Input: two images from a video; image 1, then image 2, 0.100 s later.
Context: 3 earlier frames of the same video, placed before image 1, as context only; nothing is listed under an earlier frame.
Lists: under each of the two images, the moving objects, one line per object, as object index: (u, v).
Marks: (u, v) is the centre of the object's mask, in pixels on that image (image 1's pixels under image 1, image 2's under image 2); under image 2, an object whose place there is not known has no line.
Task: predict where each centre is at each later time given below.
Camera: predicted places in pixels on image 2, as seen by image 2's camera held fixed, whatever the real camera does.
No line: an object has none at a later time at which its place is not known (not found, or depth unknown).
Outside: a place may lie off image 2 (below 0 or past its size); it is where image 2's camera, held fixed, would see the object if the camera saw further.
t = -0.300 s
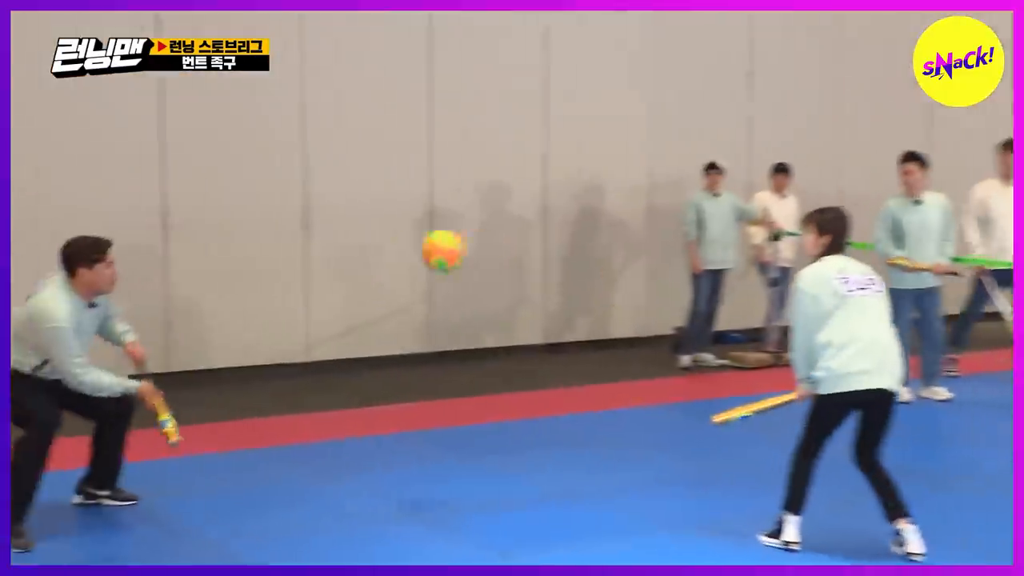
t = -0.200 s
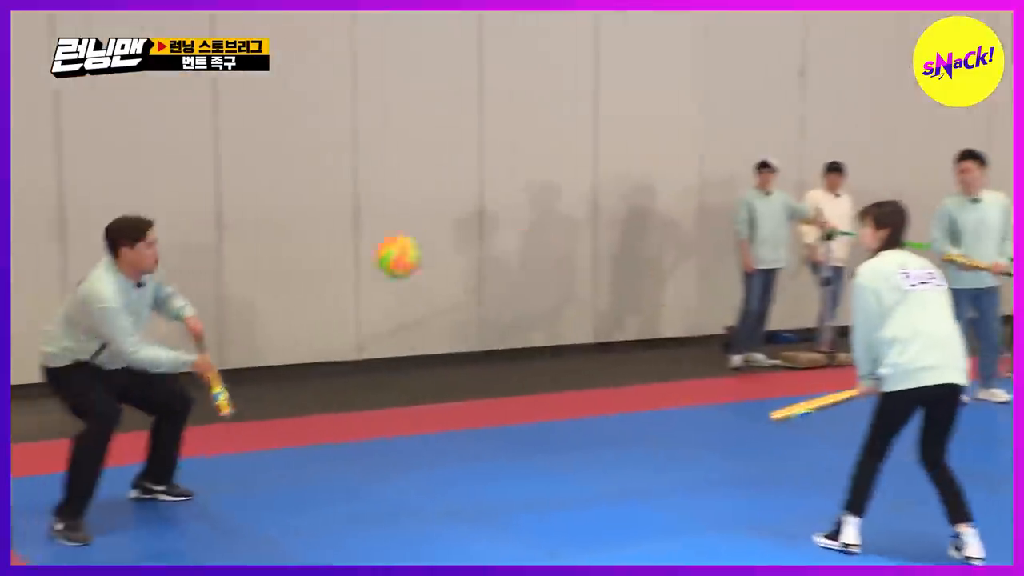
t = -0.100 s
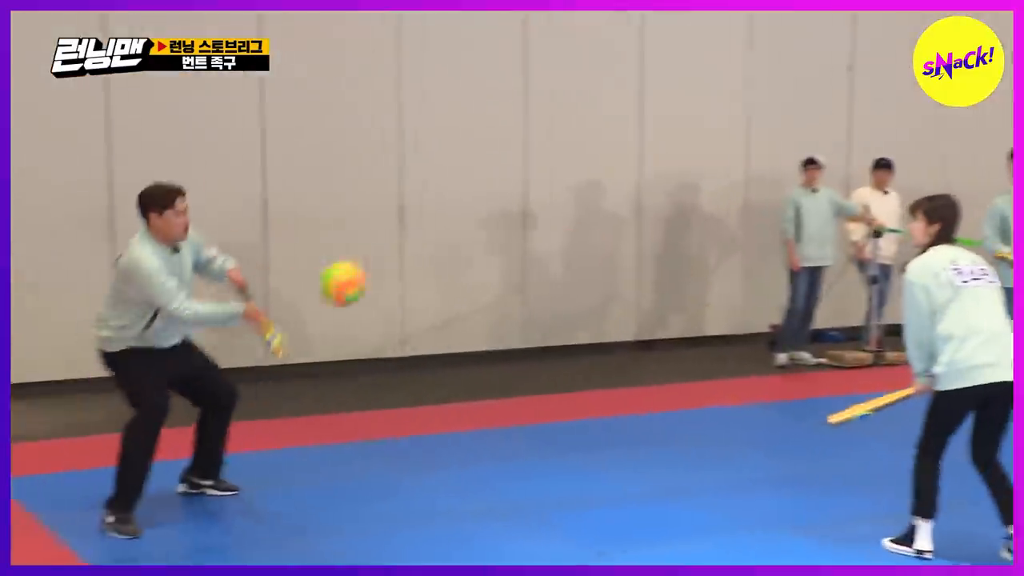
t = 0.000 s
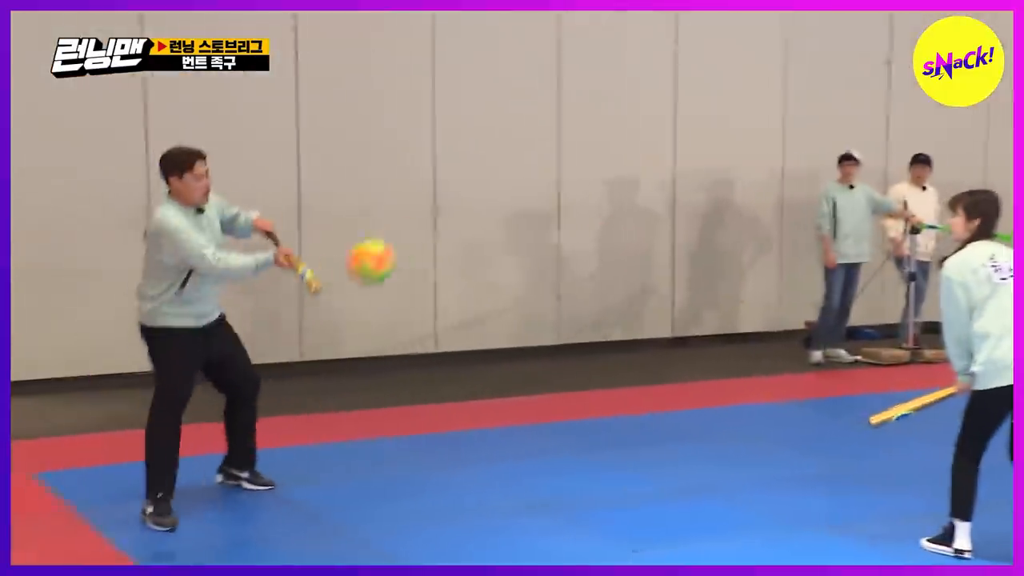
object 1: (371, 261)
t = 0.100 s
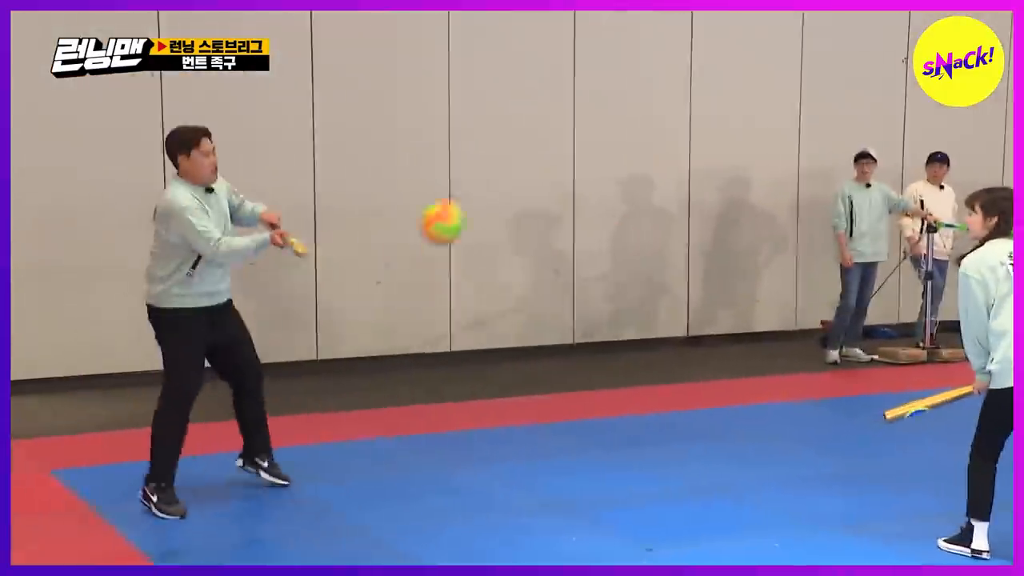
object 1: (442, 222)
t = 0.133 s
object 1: (460, 214)
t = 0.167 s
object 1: (478, 208)
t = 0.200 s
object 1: (495, 205)
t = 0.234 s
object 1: (513, 204)
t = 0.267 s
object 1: (531, 204)
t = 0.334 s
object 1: (563, 212)
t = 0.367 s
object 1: (578, 218)
